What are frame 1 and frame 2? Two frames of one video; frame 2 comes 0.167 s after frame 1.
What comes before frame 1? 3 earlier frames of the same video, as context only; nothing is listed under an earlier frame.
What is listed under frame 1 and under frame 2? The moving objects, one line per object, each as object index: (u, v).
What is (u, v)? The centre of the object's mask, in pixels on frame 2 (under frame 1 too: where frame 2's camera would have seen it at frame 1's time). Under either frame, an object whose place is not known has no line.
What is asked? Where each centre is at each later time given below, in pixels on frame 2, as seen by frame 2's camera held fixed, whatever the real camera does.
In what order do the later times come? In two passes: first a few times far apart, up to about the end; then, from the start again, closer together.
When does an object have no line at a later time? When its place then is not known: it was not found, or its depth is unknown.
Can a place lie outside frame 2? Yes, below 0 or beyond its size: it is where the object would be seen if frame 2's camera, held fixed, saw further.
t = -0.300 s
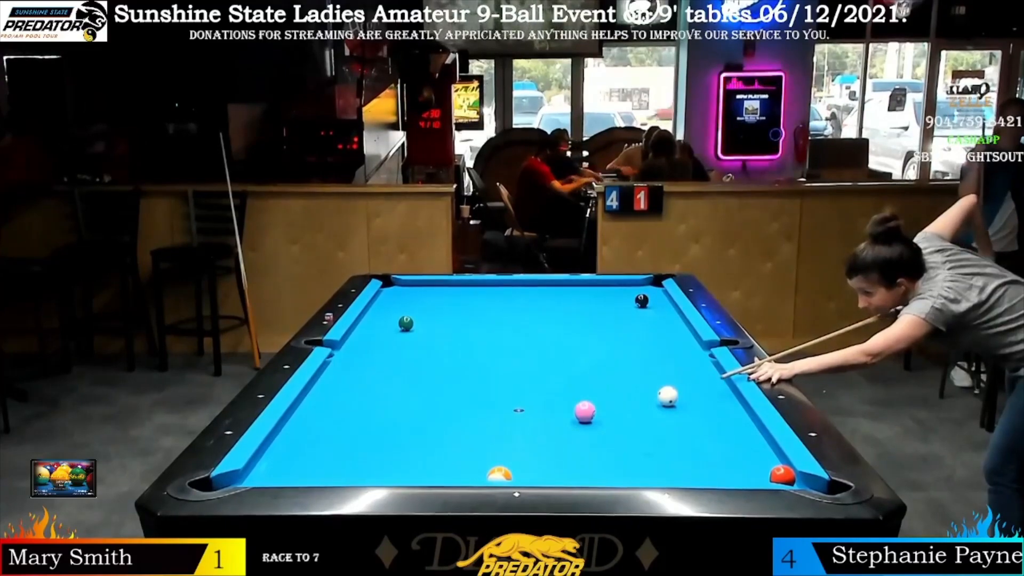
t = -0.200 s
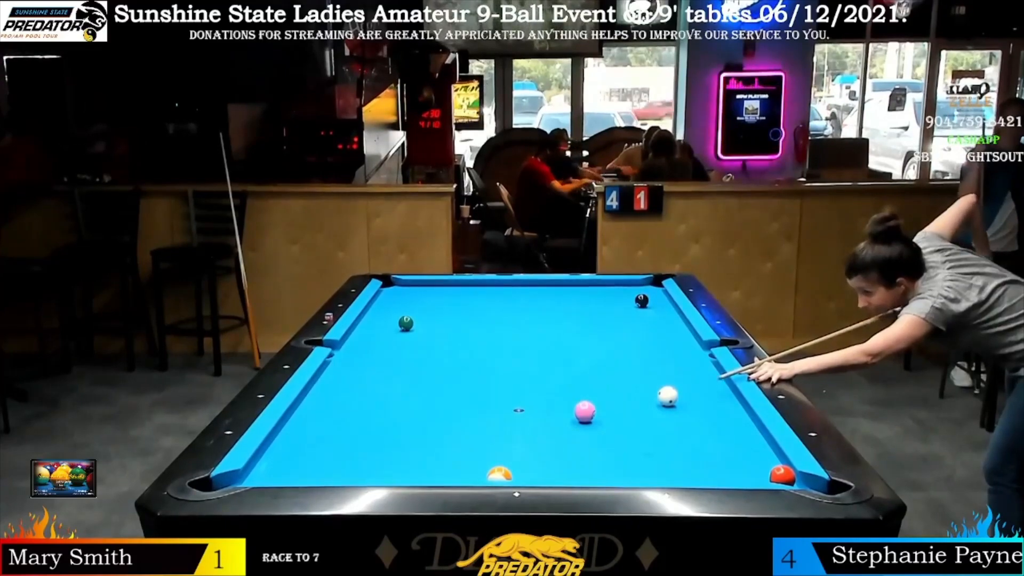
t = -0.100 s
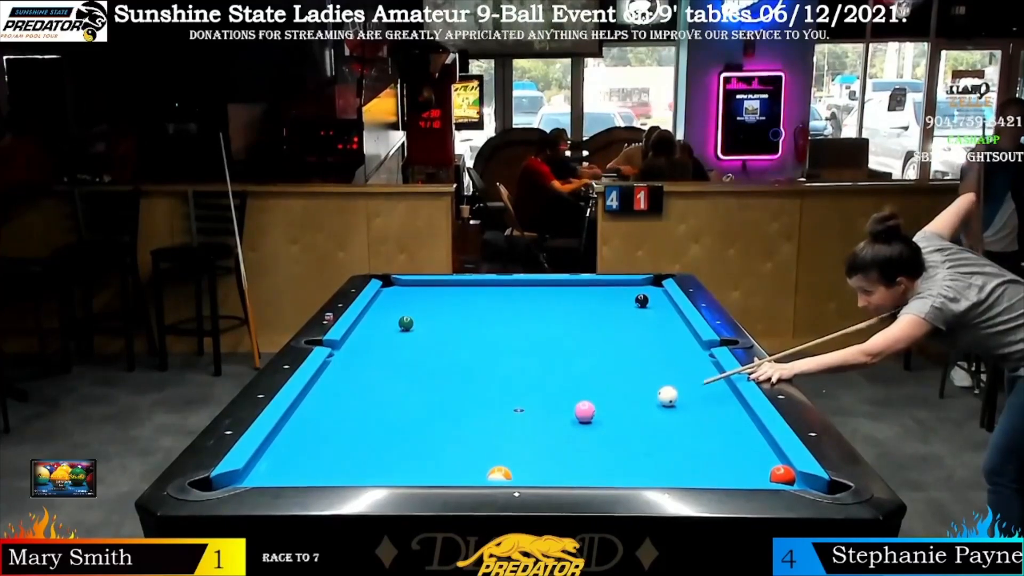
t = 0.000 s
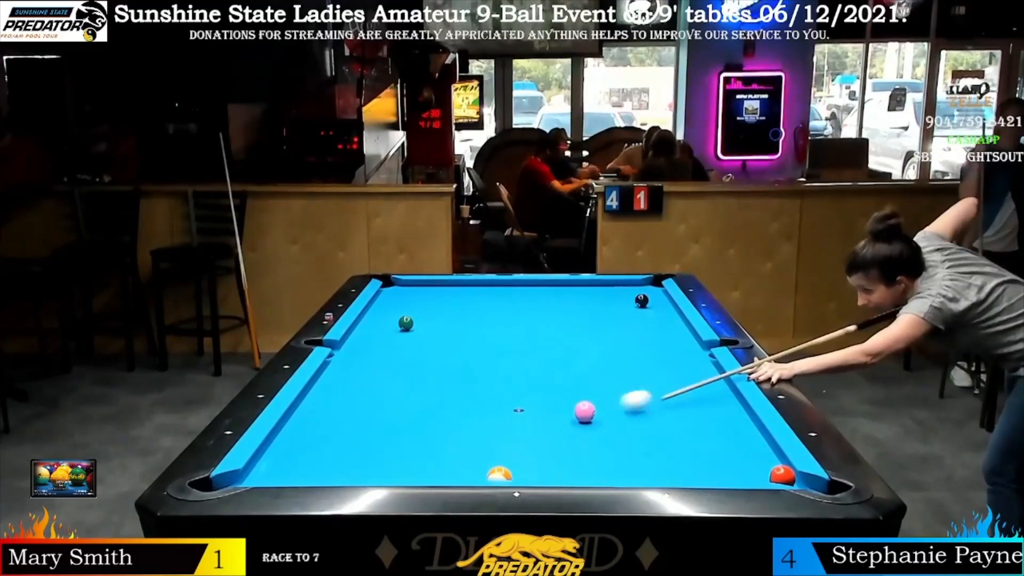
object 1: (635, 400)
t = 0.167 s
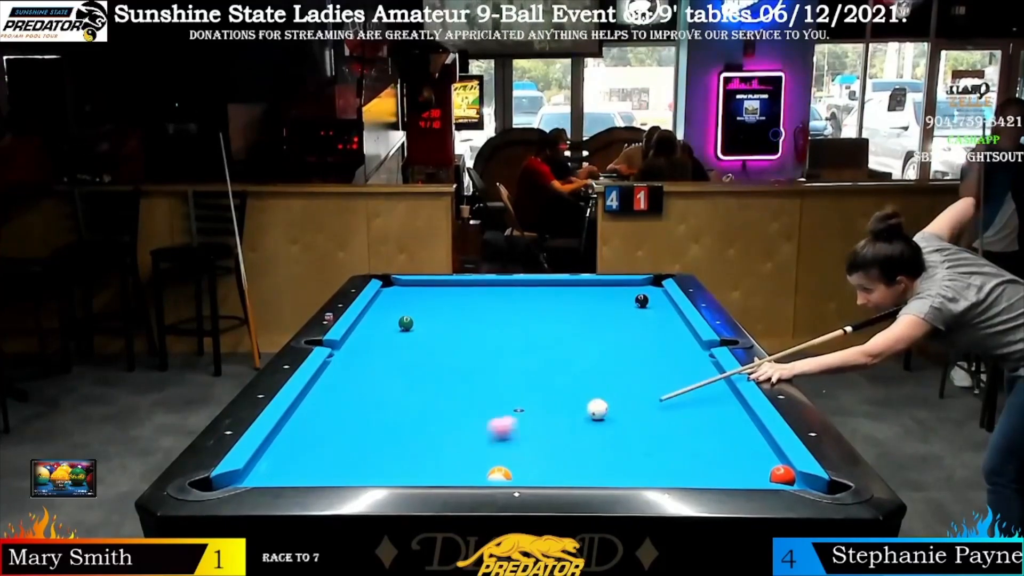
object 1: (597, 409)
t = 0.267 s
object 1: (594, 409)
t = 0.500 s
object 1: (586, 411)
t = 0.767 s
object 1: (578, 411)
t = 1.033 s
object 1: (572, 412)
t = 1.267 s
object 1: (569, 412)
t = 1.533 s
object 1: (567, 412)
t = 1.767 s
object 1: (566, 412)
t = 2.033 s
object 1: (566, 413)
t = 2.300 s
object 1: (566, 413)
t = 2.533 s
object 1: (566, 413)
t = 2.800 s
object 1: (566, 413)
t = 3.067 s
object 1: (566, 412)
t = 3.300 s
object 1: (566, 412)
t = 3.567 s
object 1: (566, 412)
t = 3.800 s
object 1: (566, 412)
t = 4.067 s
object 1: (566, 412)
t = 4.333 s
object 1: (566, 412)
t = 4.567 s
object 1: (566, 412)
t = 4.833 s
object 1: (566, 412)
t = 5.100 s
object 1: (566, 412)
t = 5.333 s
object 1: (566, 412)
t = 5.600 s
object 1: (566, 412)
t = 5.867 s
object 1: (566, 412)
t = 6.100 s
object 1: (566, 412)
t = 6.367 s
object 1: (566, 412)
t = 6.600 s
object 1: (566, 412)
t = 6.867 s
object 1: (566, 412)
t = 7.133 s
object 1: (566, 412)
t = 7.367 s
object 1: (566, 412)
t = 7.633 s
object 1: (566, 412)
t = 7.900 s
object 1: (566, 412)
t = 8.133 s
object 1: (566, 412)
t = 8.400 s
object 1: (566, 412)
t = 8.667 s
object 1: (566, 412)
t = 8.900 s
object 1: (566, 413)
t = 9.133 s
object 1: (566, 413)
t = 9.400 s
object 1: (566, 413)
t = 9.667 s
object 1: (566, 413)
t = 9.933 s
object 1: (566, 412)
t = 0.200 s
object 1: (596, 409)
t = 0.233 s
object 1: (595, 409)
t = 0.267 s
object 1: (594, 409)
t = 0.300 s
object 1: (592, 410)
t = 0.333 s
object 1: (591, 410)
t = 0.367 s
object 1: (590, 410)
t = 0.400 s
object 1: (589, 410)
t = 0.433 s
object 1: (588, 410)
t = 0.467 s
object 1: (587, 410)
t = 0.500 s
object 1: (586, 411)
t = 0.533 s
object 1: (584, 411)
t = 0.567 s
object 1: (583, 411)
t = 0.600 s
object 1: (582, 411)
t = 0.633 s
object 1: (582, 411)
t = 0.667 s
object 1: (581, 411)
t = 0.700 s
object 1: (580, 411)
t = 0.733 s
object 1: (579, 411)
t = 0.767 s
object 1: (578, 411)
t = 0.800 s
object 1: (577, 411)
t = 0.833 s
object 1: (576, 412)
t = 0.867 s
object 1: (576, 412)
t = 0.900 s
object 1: (575, 412)
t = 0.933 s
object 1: (574, 412)
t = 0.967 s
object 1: (574, 412)
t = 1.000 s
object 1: (573, 412)
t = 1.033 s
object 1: (572, 412)
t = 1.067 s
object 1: (572, 412)
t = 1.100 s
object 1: (571, 412)
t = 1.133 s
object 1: (571, 412)
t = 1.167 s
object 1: (570, 412)
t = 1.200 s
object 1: (570, 412)
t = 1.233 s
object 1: (569, 412)
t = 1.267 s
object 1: (569, 412)
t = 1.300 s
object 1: (568, 412)
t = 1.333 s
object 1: (568, 412)
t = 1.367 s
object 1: (568, 412)
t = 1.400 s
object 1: (567, 412)
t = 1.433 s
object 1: (567, 412)
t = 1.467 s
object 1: (567, 412)
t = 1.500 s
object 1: (567, 412)
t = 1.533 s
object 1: (567, 412)
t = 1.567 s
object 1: (566, 412)
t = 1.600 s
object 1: (566, 412)
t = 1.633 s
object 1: (566, 412)
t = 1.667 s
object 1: (566, 412)
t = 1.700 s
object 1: (566, 412)
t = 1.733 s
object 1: (566, 412)
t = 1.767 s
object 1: (566, 412)
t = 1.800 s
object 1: (566, 412)
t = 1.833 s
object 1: (566, 412)
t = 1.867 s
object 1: (566, 412)
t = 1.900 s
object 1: (566, 412)
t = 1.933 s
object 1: (566, 412)
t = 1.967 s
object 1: (566, 412)
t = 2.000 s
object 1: (566, 412)
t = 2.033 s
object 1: (566, 413)
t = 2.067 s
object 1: (566, 412)
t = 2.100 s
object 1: (566, 412)
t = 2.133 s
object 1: (566, 412)
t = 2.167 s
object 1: (566, 413)
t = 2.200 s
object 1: (566, 413)
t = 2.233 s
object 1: (566, 413)
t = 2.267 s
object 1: (566, 412)
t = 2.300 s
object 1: (566, 413)
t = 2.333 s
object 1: (566, 413)
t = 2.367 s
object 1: (566, 413)
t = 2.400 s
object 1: (566, 413)
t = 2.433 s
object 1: (566, 413)
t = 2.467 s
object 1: (566, 413)
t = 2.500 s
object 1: (566, 413)
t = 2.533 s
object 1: (566, 413)
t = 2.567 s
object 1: (566, 413)
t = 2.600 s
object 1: (566, 413)
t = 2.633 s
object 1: (566, 413)
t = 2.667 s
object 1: (566, 413)
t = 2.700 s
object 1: (566, 413)
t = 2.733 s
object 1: (566, 413)
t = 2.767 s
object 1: (566, 413)
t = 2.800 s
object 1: (566, 413)
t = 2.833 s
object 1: (566, 413)
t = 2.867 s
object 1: (566, 413)
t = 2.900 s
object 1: (566, 412)
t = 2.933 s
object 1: (566, 412)
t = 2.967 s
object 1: (566, 413)
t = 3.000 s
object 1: (566, 412)
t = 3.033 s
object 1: (566, 412)
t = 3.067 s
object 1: (566, 412)
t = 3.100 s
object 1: (566, 412)
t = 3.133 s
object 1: (566, 412)
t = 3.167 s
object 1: (566, 412)
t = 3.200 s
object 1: (566, 413)
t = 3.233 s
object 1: (566, 413)
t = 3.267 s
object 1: (566, 412)
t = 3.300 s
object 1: (566, 412)
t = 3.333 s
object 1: (566, 412)
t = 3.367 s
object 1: (566, 412)
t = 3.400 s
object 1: (566, 412)
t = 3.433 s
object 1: (566, 412)
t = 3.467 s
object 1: (566, 412)
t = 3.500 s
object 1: (566, 412)
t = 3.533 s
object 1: (566, 412)
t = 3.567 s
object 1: (566, 412)
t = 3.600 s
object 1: (566, 412)
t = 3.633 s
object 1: (566, 412)
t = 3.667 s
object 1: (566, 412)
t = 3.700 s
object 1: (566, 412)
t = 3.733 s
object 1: (566, 412)
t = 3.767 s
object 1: (566, 412)
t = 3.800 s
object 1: (566, 412)
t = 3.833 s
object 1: (566, 412)
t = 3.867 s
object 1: (566, 412)
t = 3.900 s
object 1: (566, 412)
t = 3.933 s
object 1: (566, 412)
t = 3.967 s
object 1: (566, 412)
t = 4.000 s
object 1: (566, 412)
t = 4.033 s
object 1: (566, 412)
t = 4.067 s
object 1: (566, 412)
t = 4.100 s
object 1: (566, 412)
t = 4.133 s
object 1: (566, 412)
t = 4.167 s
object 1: (566, 412)
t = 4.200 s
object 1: (566, 412)
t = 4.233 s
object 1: (566, 412)
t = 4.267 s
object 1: (566, 412)
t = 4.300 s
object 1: (566, 412)
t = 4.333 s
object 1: (566, 412)
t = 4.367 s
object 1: (566, 412)
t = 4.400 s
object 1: (566, 412)
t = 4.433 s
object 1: (566, 412)
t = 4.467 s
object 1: (566, 412)
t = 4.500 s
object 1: (566, 412)
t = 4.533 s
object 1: (566, 412)
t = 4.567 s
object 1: (566, 412)
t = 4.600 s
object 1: (566, 412)
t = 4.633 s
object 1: (566, 412)
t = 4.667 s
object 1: (566, 412)
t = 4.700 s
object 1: (566, 412)
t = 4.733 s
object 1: (566, 412)
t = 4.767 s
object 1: (566, 412)
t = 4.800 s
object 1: (566, 412)
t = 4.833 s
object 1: (566, 412)
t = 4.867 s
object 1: (566, 412)
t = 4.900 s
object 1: (566, 412)
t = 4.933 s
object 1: (566, 412)
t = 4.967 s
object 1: (566, 412)
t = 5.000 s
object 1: (566, 412)
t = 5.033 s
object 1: (566, 412)
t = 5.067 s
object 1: (566, 412)
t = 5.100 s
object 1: (566, 412)
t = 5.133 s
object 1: (566, 412)
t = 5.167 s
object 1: (566, 412)
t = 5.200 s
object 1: (566, 412)
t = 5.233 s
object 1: (566, 412)
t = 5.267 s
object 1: (566, 412)
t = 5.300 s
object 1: (566, 412)
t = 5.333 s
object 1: (566, 412)
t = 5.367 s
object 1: (566, 412)
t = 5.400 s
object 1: (566, 412)
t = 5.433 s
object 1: (566, 412)
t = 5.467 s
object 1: (566, 412)
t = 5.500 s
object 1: (566, 412)
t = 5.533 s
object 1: (566, 412)
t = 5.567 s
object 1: (566, 412)
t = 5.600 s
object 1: (566, 412)
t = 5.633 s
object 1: (566, 412)
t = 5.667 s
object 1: (566, 412)
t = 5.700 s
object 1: (566, 412)
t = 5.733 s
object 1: (566, 412)
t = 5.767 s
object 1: (566, 412)
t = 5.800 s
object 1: (566, 412)
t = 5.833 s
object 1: (566, 412)
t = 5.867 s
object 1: (566, 412)
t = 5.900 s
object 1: (566, 412)
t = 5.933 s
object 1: (566, 412)
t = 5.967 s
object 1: (566, 412)
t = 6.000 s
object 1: (566, 412)
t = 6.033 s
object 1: (566, 412)
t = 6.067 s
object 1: (566, 412)
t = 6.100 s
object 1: (566, 412)
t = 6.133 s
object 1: (566, 412)
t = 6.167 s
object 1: (566, 412)
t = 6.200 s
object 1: (566, 412)
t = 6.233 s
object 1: (566, 412)
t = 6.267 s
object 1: (566, 412)
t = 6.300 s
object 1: (566, 412)
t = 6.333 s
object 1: (566, 412)
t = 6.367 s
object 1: (566, 412)
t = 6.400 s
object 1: (566, 412)
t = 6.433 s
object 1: (566, 412)
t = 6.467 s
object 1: (566, 412)
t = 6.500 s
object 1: (566, 412)
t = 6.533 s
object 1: (566, 412)
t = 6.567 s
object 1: (566, 412)
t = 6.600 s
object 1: (566, 412)
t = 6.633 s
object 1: (566, 412)
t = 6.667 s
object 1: (566, 412)
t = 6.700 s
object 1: (566, 412)
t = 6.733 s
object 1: (566, 412)
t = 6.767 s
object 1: (566, 412)
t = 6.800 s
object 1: (566, 412)
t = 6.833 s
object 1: (566, 412)
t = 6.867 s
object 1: (566, 412)
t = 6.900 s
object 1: (566, 412)
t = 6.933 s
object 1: (566, 412)
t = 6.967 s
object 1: (566, 412)
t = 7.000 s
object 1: (566, 412)
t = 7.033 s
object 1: (566, 412)
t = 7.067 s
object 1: (566, 412)
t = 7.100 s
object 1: (566, 412)
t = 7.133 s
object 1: (566, 412)
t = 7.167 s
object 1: (566, 412)
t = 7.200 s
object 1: (566, 412)
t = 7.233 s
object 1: (566, 412)
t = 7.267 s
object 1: (566, 412)
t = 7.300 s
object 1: (566, 412)
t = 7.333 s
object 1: (566, 412)
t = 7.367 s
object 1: (566, 412)
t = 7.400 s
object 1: (566, 412)
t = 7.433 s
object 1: (566, 412)
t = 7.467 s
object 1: (566, 412)
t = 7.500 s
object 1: (566, 412)
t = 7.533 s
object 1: (566, 412)
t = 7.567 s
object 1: (566, 412)
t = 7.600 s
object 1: (566, 412)
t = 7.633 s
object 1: (566, 412)
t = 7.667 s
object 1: (566, 412)
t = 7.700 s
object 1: (566, 412)
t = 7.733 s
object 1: (566, 412)
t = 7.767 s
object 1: (566, 412)
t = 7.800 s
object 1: (566, 412)
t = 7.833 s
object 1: (566, 412)
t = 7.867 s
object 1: (566, 412)
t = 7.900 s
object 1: (566, 412)
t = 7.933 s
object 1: (566, 412)
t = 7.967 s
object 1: (566, 412)
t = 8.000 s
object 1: (566, 412)
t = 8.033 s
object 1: (566, 412)
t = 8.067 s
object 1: (566, 412)
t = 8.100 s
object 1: (566, 412)
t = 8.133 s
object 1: (566, 412)
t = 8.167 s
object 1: (566, 412)
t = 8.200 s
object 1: (566, 412)
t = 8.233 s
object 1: (566, 412)
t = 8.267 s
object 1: (566, 412)
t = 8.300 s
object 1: (566, 412)
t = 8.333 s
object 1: (566, 412)
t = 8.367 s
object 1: (566, 412)
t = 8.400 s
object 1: (566, 412)
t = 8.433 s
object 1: (566, 412)
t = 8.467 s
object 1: (566, 412)
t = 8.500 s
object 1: (566, 412)
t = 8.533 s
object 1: (566, 412)
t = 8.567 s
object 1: (566, 412)
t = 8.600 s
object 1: (566, 412)
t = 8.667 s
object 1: (566, 412)
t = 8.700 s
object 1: (566, 413)
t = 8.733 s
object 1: (566, 413)
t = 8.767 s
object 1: (566, 412)
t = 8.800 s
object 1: (566, 412)
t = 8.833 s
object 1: (566, 412)
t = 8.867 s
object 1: (566, 412)
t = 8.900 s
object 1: (566, 413)
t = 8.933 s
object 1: (566, 413)
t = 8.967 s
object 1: (566, 413)
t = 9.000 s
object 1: (566, 412)
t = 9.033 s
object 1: (566, 412)
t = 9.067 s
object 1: (566, 413)
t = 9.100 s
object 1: (566, 413)
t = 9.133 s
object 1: (566, 413)
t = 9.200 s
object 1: (566, 413)
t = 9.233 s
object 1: (566, 413)
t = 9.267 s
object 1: (566, 413)
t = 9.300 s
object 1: (566, 413)
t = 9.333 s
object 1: (566, 413)
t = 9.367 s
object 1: (566, 412)
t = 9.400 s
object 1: (566, 413)
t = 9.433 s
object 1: (566, 413)
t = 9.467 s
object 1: (566, 413)
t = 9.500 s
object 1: (566, 413)
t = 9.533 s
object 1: (566, 413)
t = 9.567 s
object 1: (566, 413)
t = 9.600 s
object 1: (566, 413)
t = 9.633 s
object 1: (566, 413)
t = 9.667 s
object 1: (566, 413)
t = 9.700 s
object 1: (566, 412)
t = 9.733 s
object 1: (566, 412)
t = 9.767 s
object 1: (566, 412)
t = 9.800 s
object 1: (566, 412)
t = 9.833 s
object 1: (566, 412)
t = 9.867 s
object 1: (566, 412)
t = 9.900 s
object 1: (566, 413)
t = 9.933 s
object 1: (566, 412)
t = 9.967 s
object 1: (566, 412)
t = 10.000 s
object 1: (566, 412)
